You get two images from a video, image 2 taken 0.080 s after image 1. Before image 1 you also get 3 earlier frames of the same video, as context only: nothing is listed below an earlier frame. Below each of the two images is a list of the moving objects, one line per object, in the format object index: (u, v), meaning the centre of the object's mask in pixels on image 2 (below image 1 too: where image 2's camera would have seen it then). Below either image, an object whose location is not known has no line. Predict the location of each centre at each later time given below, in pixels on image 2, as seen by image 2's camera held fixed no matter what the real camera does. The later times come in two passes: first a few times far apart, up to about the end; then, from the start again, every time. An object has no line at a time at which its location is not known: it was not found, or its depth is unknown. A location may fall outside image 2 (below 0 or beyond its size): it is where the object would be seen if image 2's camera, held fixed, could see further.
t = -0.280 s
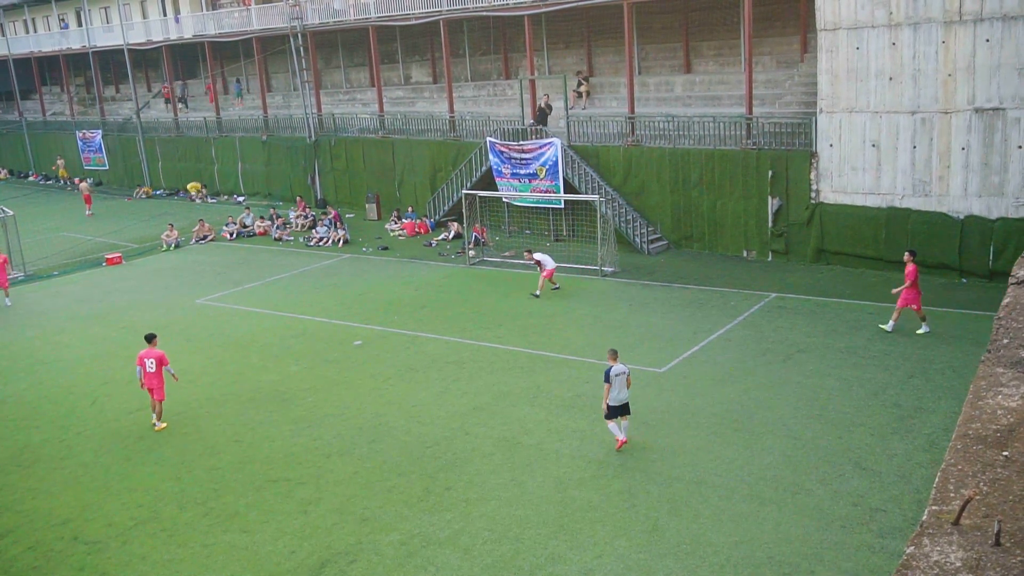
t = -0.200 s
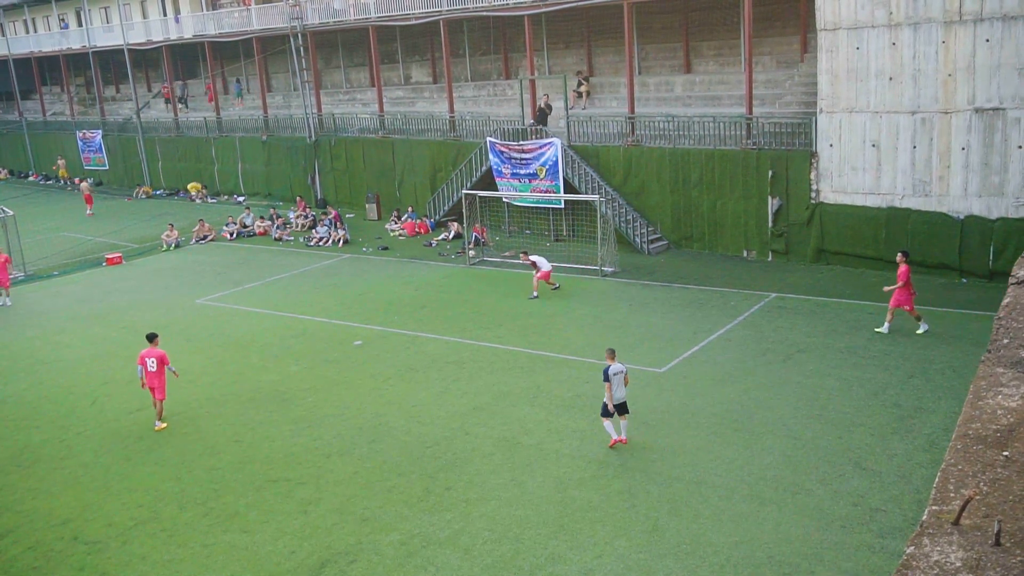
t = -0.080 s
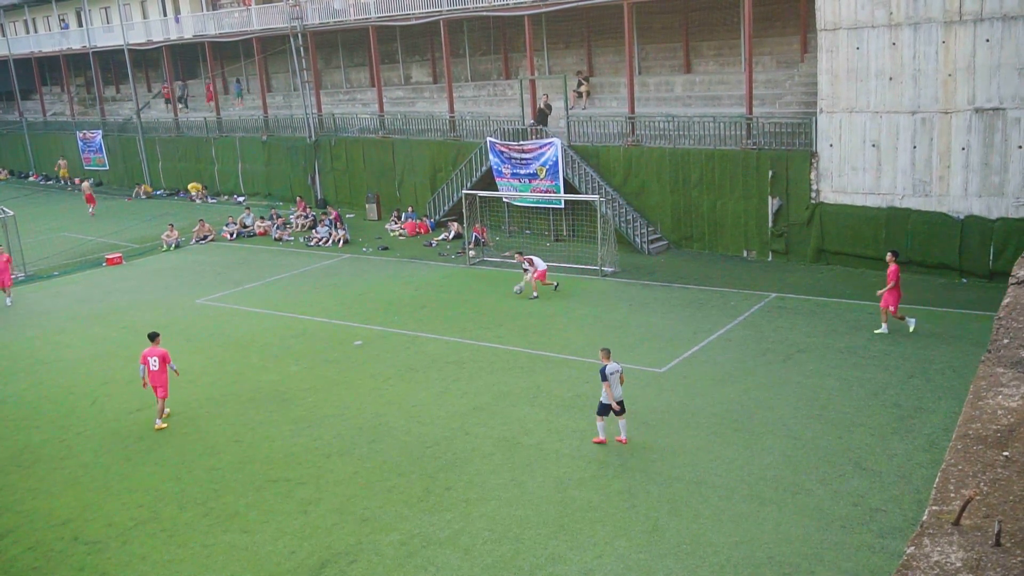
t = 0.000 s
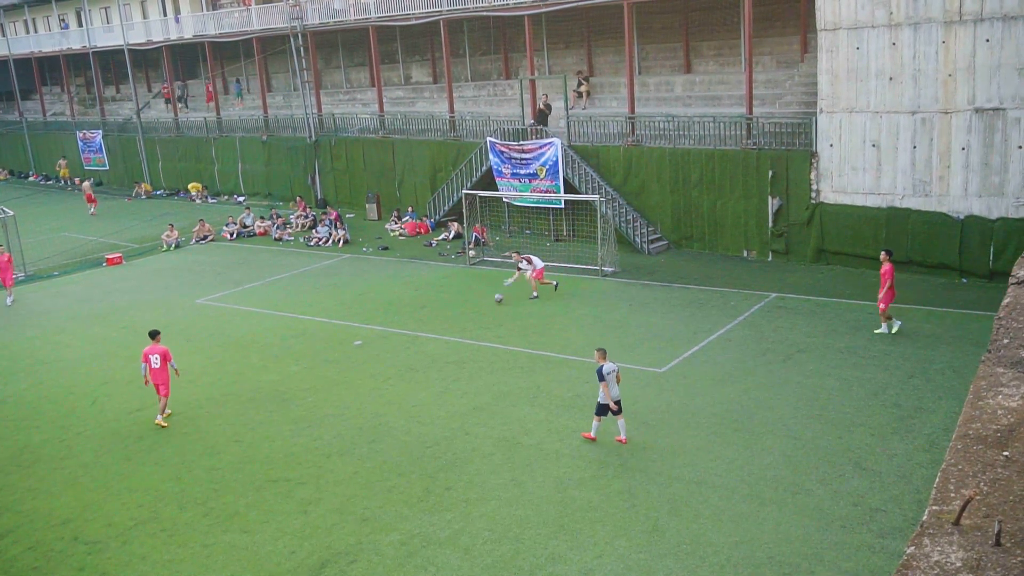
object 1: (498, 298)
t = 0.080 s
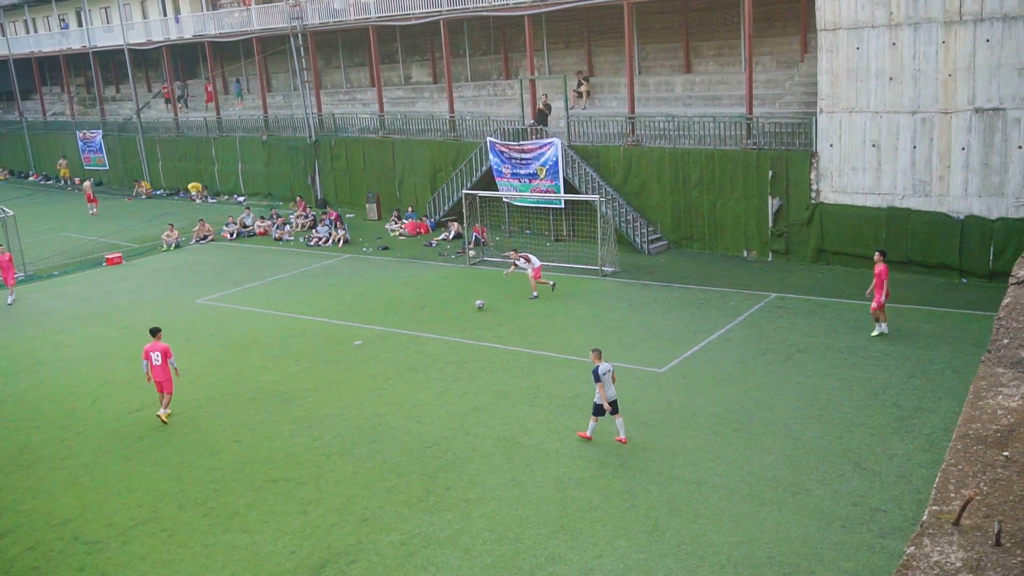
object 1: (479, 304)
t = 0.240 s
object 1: (445, 314)
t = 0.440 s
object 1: (404, 327)
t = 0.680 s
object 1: (356, 343)
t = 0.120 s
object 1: (470, 306)
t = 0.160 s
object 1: (462, 308)
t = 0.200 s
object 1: (453, 310)
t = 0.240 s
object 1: (445, 314)
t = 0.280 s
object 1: (436, 319)
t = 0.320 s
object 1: (427, 322)
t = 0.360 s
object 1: (420, 323)
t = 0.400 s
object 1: (412, 325)
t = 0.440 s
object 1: (404, 327)
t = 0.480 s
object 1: (396, 331)
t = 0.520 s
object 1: (388, 334)
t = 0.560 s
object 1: (380, 336)
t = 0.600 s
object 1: (372, 337)
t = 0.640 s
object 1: (363, 340)
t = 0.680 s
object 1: (356, 343)
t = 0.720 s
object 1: (348, 347)
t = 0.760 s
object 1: (339, 349)
